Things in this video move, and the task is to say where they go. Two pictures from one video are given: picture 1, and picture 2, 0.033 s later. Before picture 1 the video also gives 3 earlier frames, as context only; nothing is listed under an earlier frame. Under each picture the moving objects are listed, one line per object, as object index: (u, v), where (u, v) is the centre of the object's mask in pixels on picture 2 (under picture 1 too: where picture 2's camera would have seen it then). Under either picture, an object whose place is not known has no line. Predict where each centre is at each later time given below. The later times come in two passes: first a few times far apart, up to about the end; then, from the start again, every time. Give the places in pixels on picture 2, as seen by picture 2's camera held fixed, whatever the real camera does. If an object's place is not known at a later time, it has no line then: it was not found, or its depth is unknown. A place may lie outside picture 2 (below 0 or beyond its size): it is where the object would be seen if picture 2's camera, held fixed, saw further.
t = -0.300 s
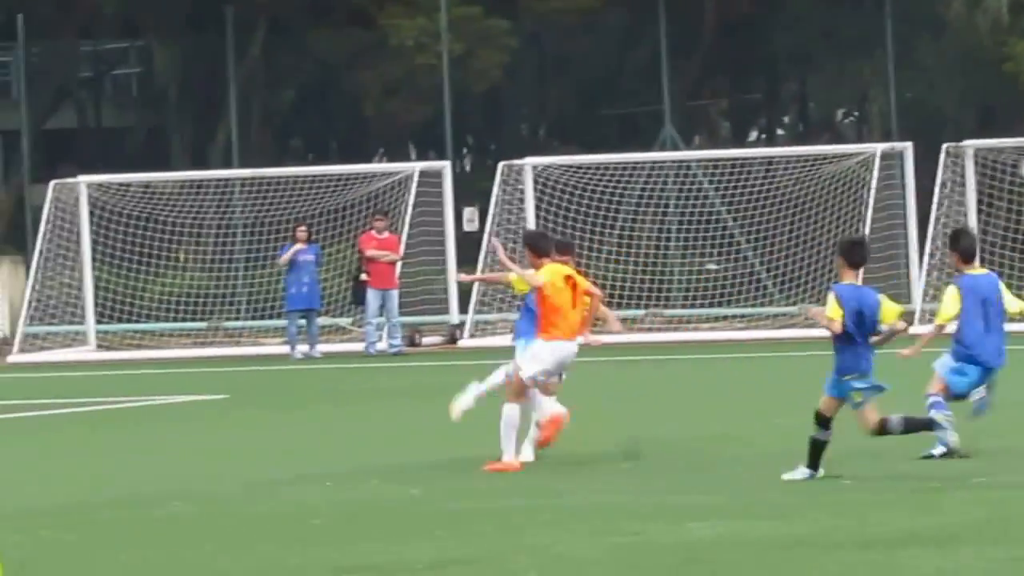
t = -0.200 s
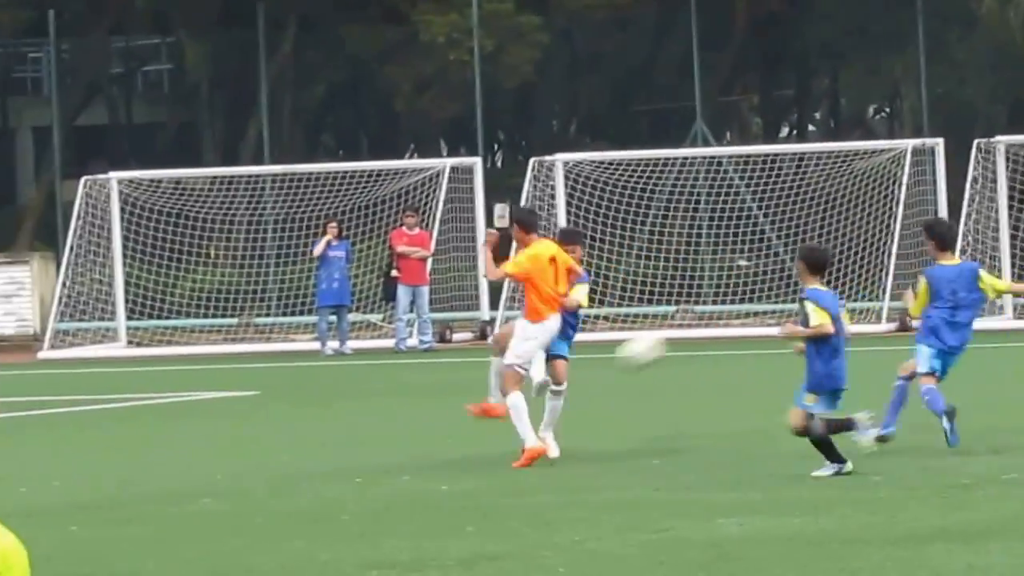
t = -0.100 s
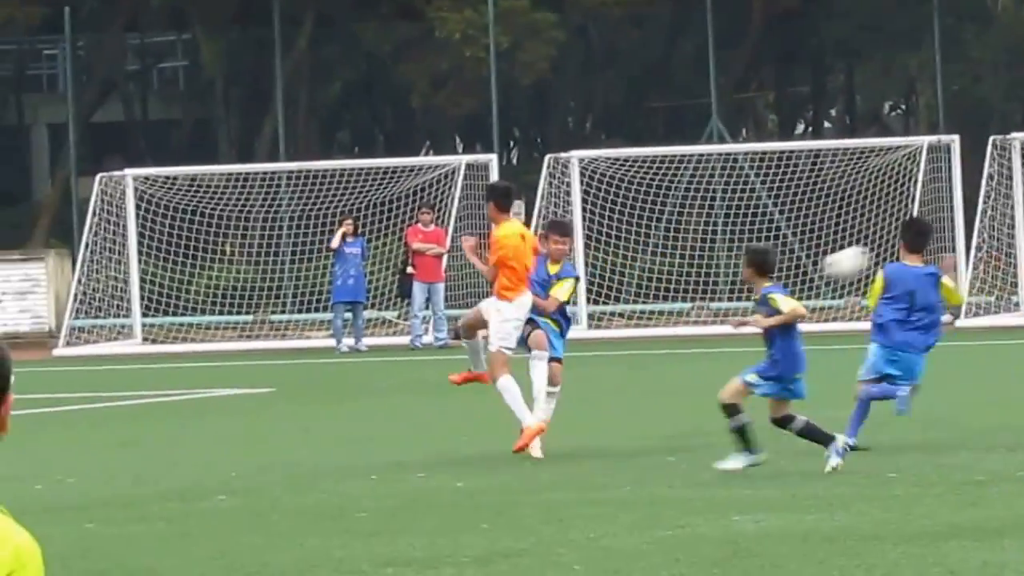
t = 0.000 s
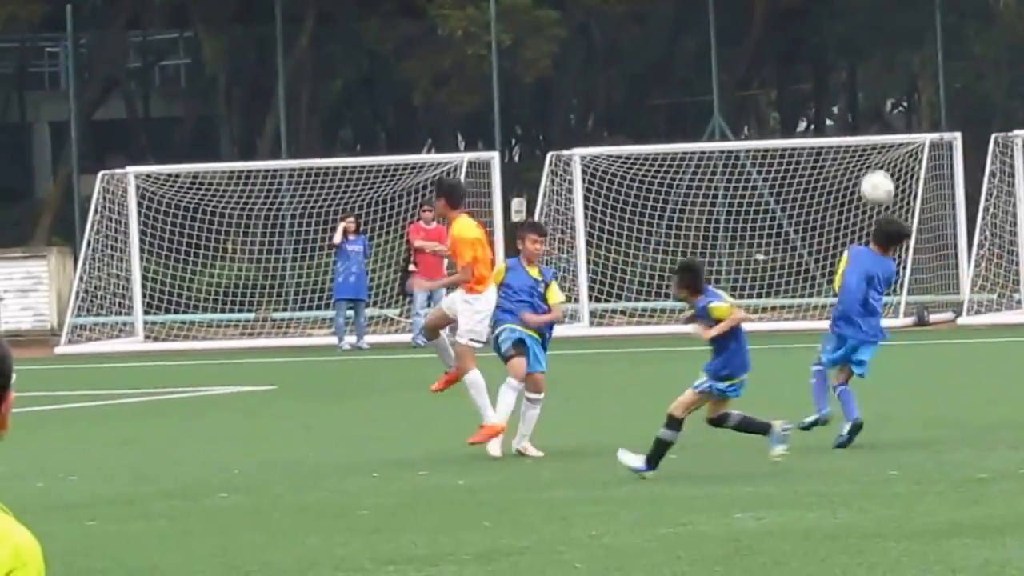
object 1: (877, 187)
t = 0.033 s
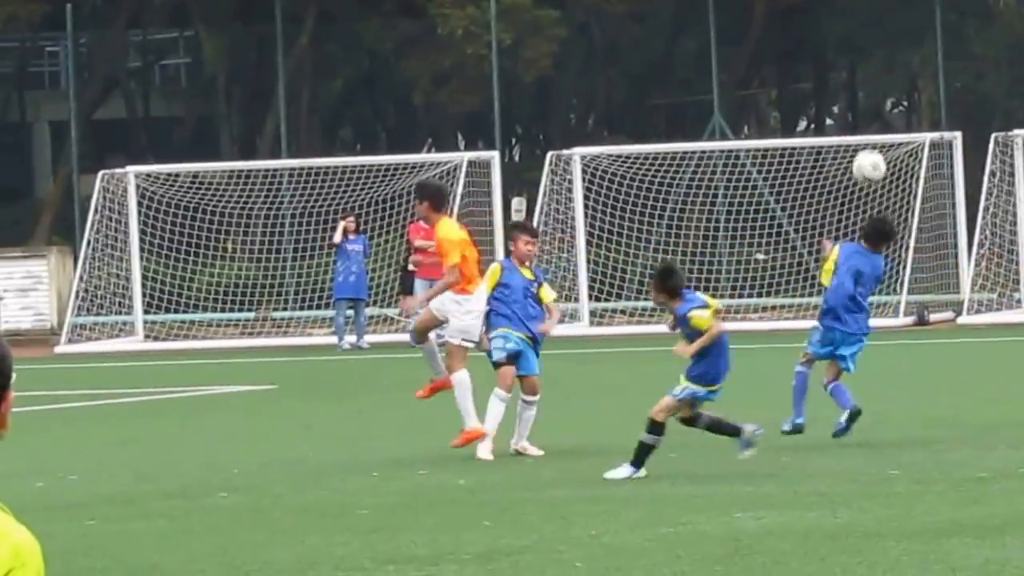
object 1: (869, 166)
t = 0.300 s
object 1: (826, 70)
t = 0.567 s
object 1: (809, 71)
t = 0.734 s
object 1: (806, 114)
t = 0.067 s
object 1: (862, 149)
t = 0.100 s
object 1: (856, 130)
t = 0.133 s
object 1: (849, 117)
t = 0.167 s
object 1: (844, 105)
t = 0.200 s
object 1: (839, 94)
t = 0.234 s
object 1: (834, 85)
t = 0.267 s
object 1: (830, 77)
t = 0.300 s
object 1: (826, 70)
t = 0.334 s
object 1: (823, 65)
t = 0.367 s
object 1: (821, 62)
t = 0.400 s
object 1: (818, 60)
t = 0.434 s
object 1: (815, 59)
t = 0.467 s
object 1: (814, 60)
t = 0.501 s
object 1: (812, 62)
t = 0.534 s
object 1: (810, 65)
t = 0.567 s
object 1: (809, 71)
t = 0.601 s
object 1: (808, 76)
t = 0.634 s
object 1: (807, 84)
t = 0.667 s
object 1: (807, 93)
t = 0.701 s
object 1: (806, 102)
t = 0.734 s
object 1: (806, 114)
